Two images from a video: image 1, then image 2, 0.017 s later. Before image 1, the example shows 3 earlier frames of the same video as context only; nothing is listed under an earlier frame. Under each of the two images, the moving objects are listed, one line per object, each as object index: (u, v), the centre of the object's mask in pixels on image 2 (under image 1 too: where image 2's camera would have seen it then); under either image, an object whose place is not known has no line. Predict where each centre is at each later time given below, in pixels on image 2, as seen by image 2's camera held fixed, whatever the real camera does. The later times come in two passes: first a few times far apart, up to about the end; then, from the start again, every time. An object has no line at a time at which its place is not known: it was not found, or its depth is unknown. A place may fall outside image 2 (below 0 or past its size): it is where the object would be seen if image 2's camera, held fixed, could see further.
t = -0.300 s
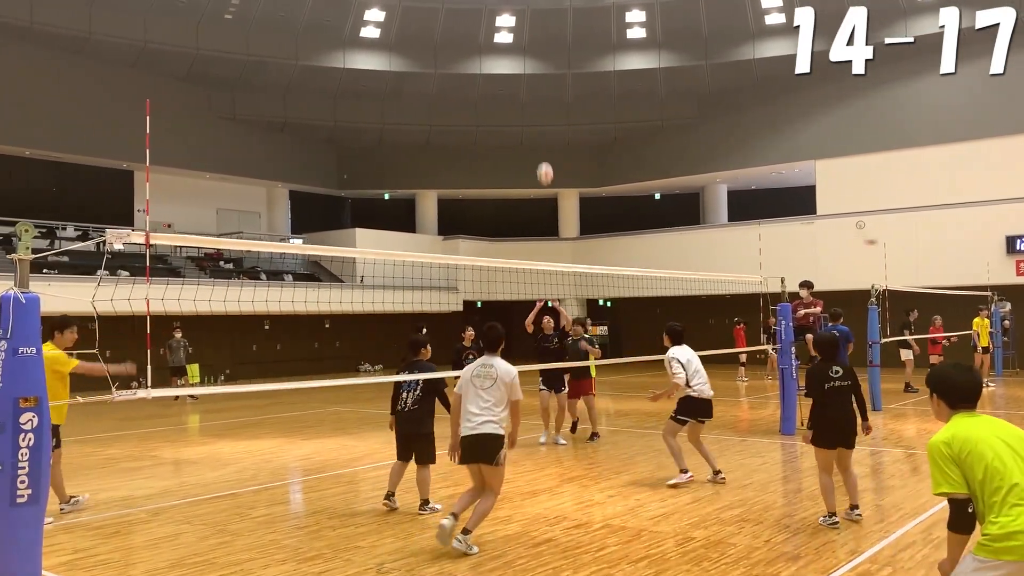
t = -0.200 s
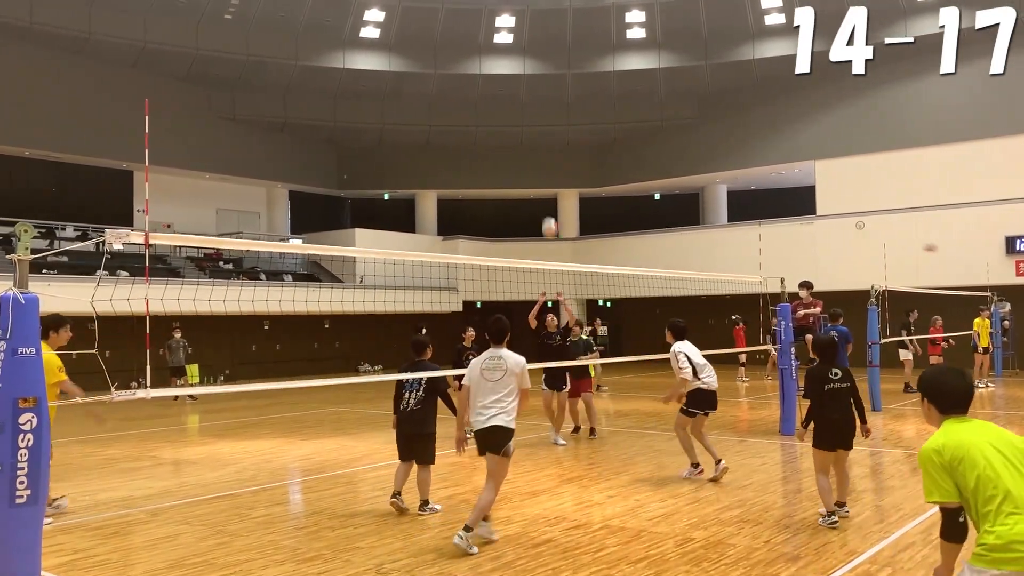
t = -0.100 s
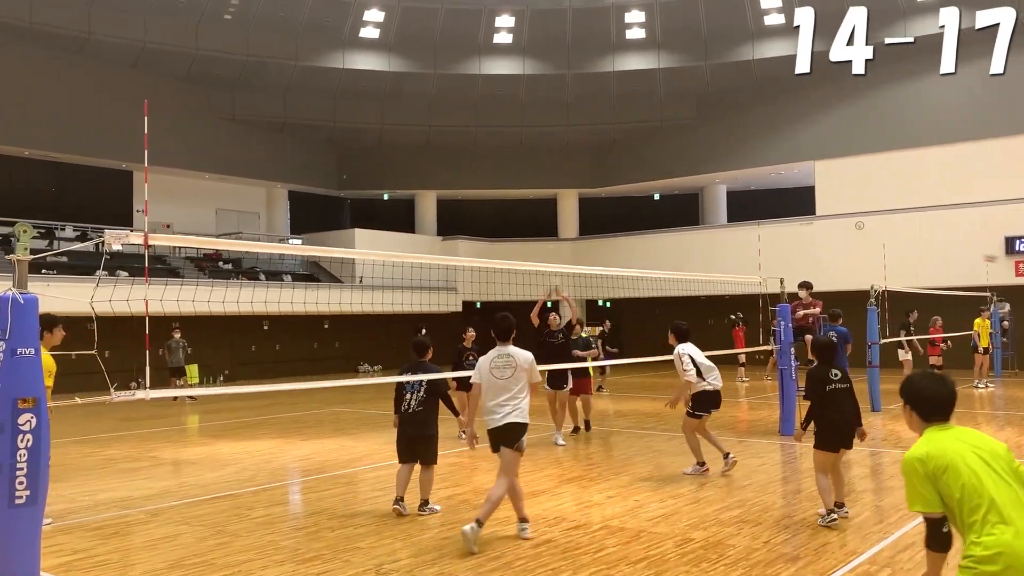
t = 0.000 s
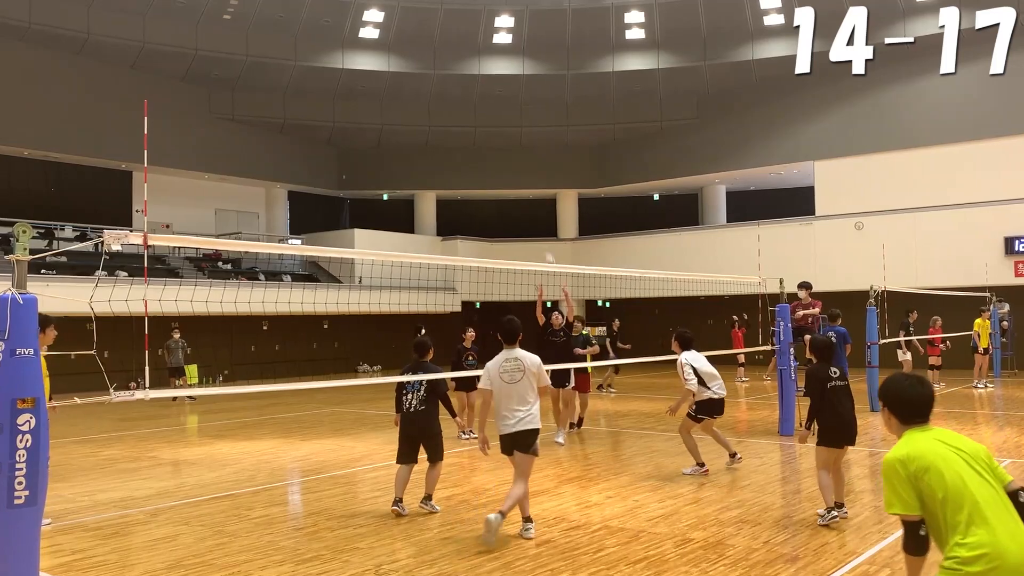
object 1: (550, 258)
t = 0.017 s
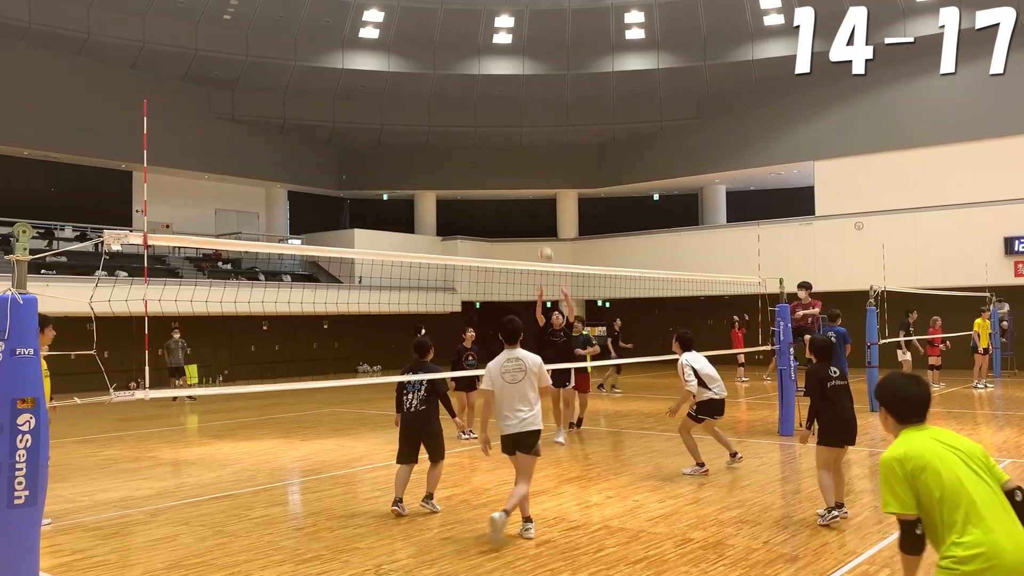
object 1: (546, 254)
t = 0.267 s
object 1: (521, 170)
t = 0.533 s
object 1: (492, 124)
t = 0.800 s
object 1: (461, 134)
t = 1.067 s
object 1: (429, 209)
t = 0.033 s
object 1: (544, 247)
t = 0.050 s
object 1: (542, 241)
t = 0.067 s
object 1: (541, 235)
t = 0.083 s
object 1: (539, 229)
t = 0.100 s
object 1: (537, 223)
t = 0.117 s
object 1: (536, 217)
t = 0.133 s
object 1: (534, 211)
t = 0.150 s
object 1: (532, 206)
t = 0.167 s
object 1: (531, 200)
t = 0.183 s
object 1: (529, 195)
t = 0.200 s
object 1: (527, 189)
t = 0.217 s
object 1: (526, 183)
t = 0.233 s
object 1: (524, 180)
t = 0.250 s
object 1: (522, 175)
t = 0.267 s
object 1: (521, 170)
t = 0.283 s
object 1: (519, 166)
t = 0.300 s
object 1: (517, 162)
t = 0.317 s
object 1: (515, 158)
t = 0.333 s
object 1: (513, 154)
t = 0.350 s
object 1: (512, 150)
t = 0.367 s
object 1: (510, 147)
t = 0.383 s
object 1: (508, 144)
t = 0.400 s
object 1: (506, 141)
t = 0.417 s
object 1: (504, 138)
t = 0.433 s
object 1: (503, 135)
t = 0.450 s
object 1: (501, 133)
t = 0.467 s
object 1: (499, 131)
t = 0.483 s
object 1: (497, 129)
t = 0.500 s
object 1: (495, 127)
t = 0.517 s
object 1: (493, 125)
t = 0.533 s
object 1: (492, 124)
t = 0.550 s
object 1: (490, 123)
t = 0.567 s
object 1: (488, 122)
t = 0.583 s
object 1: (486, 121)
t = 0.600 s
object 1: (484, 121)
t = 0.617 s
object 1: (482, 121)
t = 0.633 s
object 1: (481, 121)
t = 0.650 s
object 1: (479, 121)
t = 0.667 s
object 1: (477, 121)
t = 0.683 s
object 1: (475, 122)
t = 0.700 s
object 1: (473, 123)
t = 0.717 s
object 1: (471, 124)
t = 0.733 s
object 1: (469, 125)
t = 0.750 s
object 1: (467, 127)
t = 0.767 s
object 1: (465, 129)
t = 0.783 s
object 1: (463, 131)
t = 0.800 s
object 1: (461, 134)
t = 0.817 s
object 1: (459, 136)
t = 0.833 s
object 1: (457, 139)
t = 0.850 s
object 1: (455, 142)
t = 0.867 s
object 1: (453, 146)
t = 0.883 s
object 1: (451, 150)
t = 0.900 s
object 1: (449, 153)
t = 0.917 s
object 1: (447, 158)
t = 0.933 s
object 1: (445, 162)
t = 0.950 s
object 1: (443, 167)
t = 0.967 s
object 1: (441, 172)
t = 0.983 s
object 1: (439, 177)
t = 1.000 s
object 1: (437, 183)
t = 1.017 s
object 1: (435, 188)
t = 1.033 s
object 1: (433, 194)
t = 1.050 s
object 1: (431, 201)
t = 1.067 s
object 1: (429, 209)
